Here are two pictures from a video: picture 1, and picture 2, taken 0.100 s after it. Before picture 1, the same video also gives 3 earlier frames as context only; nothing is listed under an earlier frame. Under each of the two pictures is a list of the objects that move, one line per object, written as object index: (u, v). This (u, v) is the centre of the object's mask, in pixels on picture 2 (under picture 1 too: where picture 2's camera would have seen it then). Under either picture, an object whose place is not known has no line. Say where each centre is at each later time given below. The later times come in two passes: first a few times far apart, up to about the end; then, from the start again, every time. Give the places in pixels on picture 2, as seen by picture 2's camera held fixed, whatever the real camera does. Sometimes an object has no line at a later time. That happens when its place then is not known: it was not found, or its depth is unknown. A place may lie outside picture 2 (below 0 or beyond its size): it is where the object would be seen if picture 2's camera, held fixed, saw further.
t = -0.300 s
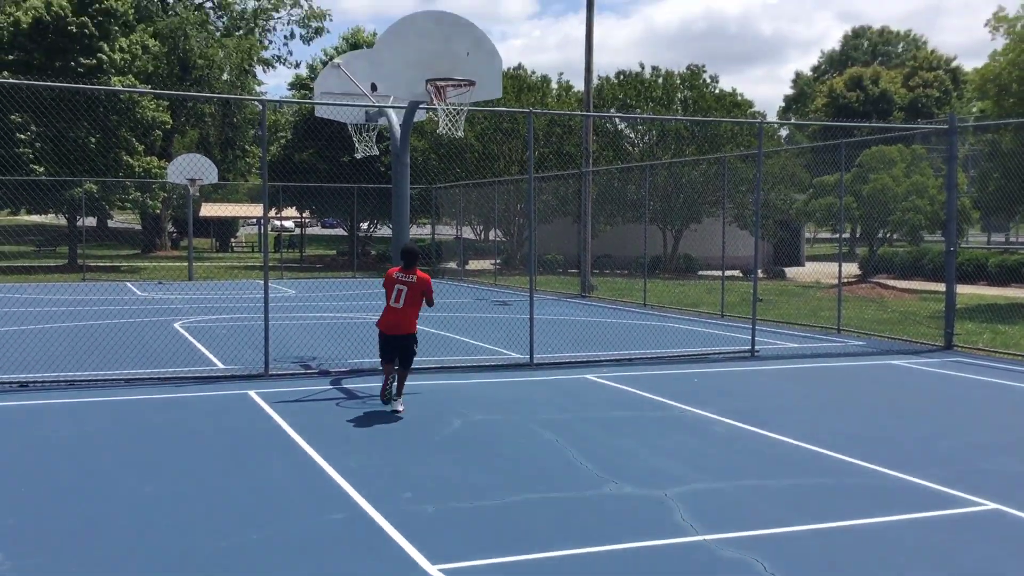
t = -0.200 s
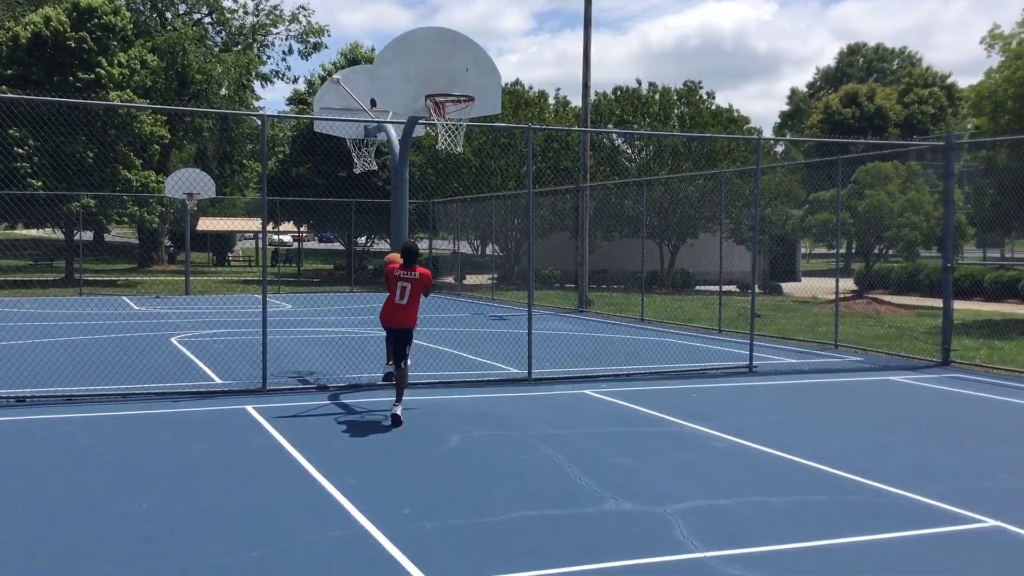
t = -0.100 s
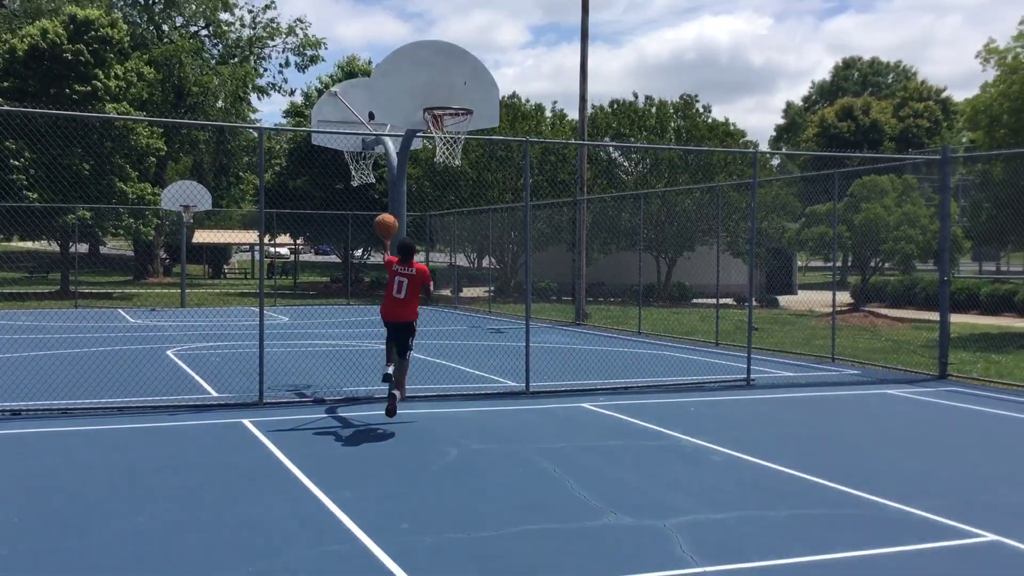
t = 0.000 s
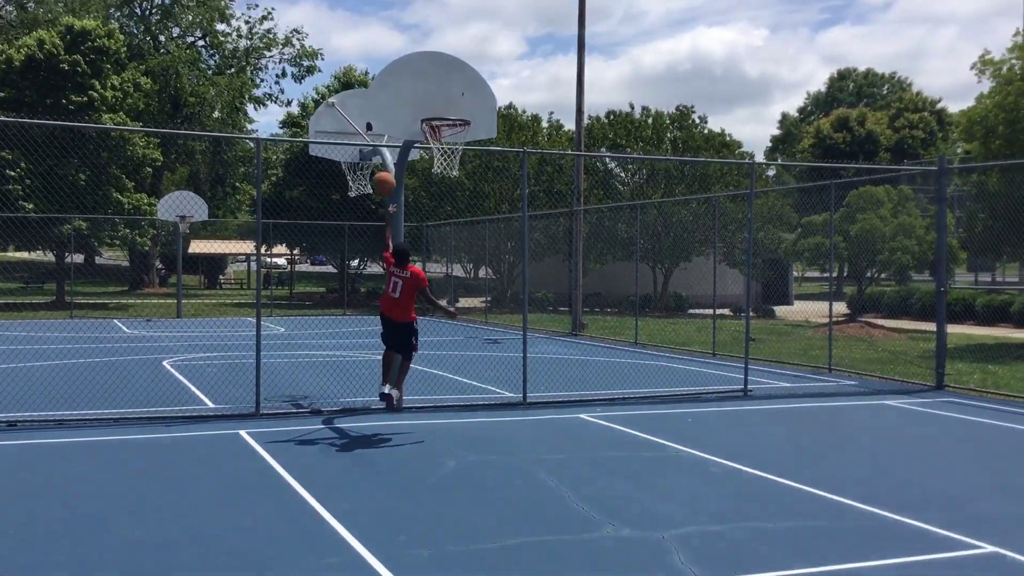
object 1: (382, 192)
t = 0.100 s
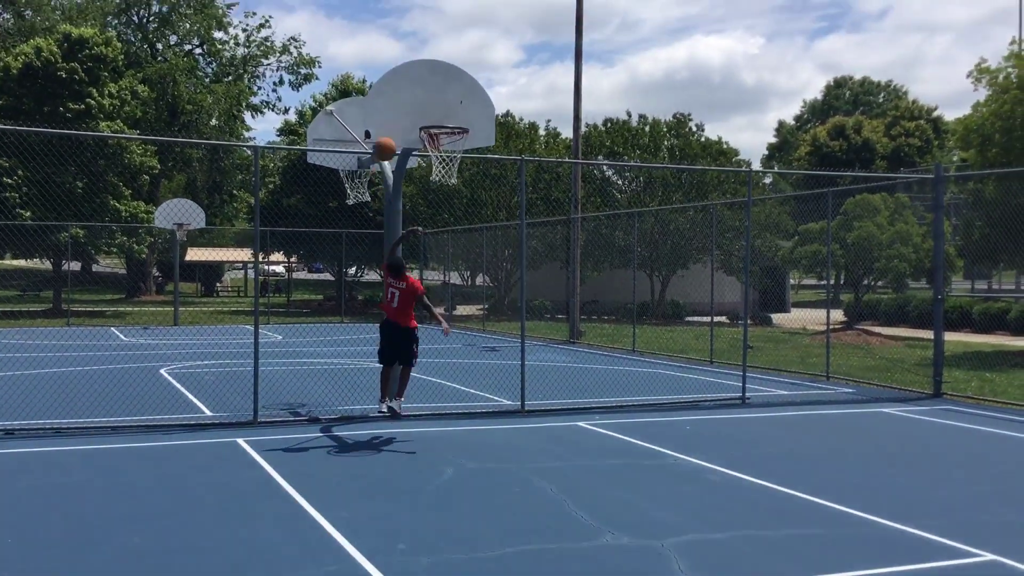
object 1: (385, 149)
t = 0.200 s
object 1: (392, 122)
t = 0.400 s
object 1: (412, 101)
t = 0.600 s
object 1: (428, 111)
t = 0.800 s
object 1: (427, 112)
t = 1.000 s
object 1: (429, 116)
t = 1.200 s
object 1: (444, 137)
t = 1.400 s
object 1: (459, 160)
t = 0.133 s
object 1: (385, 137)
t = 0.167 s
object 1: (388, 129)
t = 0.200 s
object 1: (392, 122)
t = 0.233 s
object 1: (395, 115)
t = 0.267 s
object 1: (398, 110)
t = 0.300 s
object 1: (402, 106)
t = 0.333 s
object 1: (405, 103)
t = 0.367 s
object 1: (408, 101)
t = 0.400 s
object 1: (412, 101)
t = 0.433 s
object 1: (415, 101)
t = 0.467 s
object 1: (418, 103)
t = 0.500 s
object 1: (422, 105)
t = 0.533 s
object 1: (425, 109)
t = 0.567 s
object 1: (428, 114)
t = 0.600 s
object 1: (428, 111)
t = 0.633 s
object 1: (428, 108)
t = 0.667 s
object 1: (428, 107)
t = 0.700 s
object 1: (428, 106)
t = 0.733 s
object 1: (428, 107)
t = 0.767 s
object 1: (427, 109)
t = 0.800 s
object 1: (427, 112)
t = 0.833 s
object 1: (427, 114)
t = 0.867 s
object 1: (428, 112)
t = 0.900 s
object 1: (428, 111)
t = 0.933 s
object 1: (428, 112)
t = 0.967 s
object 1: (429, 113)
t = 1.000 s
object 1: (429, 116)
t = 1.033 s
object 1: (430, 119)
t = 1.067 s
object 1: (432, 119)
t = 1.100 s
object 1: (435, 120)
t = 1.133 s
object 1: (437, 120)
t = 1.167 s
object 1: (440, 122)
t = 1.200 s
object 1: (444, 137)
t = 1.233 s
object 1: (446, 139)
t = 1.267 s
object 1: (449, 144)
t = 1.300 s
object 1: (450, 148)
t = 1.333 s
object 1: (451, 150)
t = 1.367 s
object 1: (457, 156)
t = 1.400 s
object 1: (459, 160)
